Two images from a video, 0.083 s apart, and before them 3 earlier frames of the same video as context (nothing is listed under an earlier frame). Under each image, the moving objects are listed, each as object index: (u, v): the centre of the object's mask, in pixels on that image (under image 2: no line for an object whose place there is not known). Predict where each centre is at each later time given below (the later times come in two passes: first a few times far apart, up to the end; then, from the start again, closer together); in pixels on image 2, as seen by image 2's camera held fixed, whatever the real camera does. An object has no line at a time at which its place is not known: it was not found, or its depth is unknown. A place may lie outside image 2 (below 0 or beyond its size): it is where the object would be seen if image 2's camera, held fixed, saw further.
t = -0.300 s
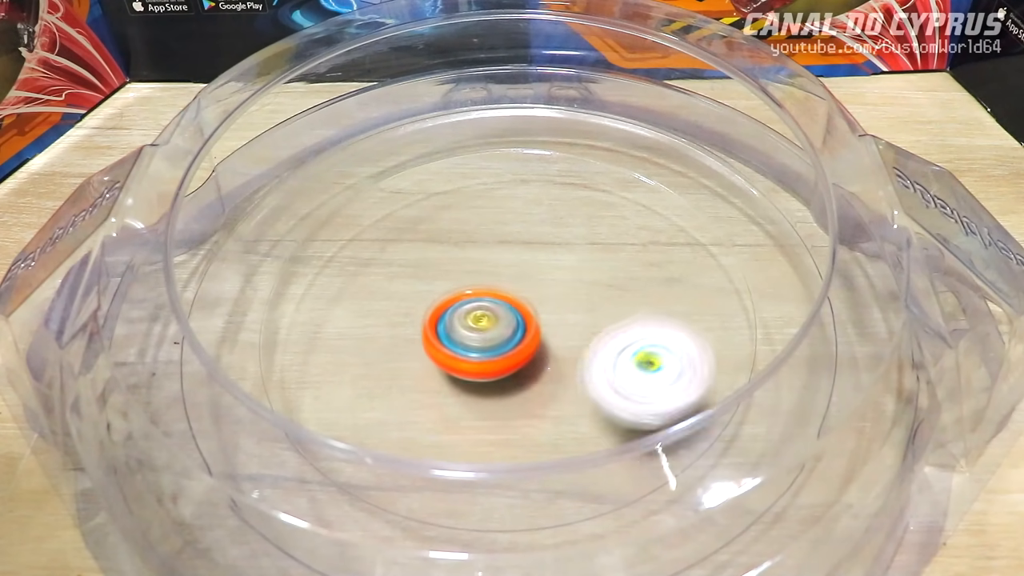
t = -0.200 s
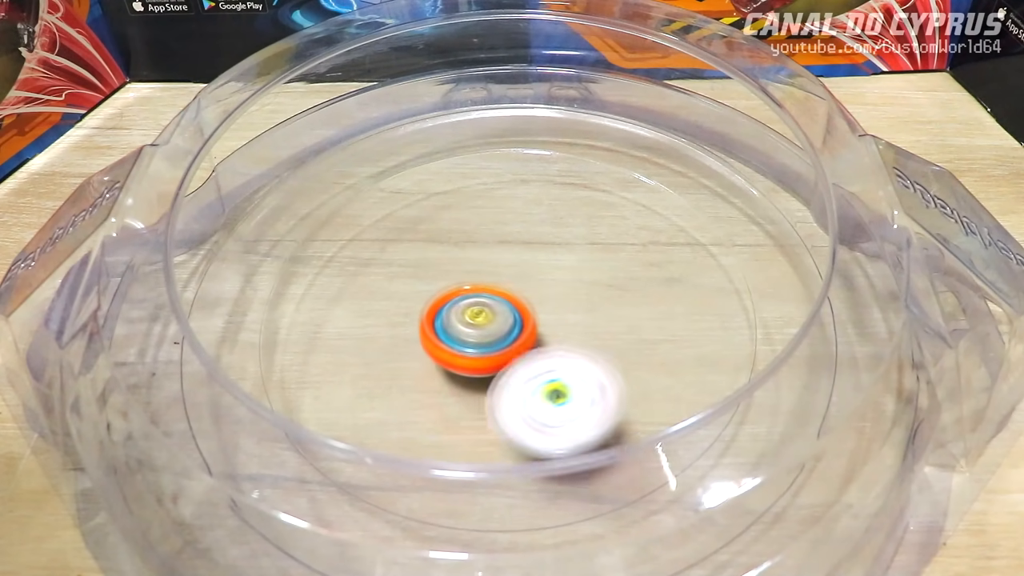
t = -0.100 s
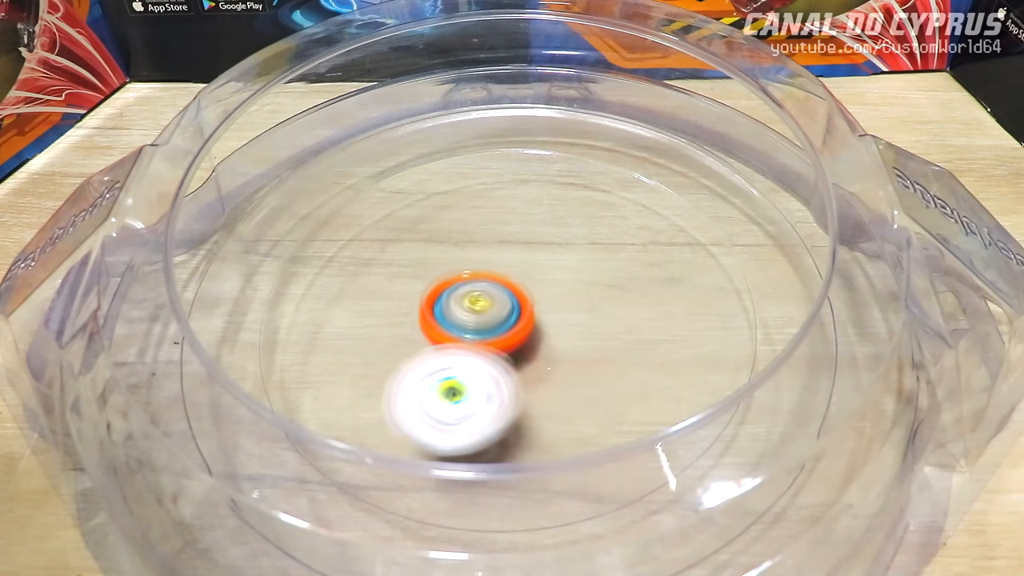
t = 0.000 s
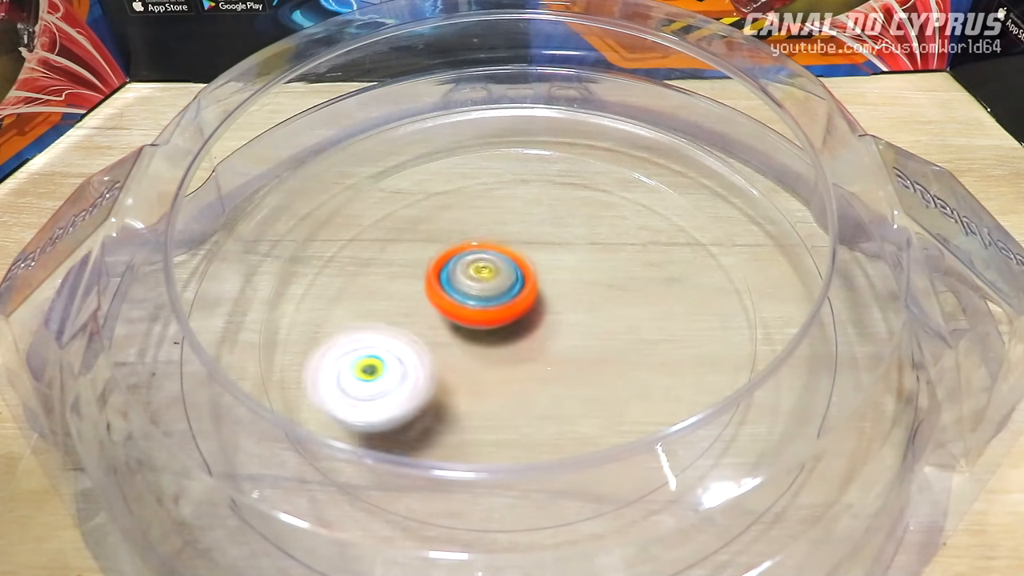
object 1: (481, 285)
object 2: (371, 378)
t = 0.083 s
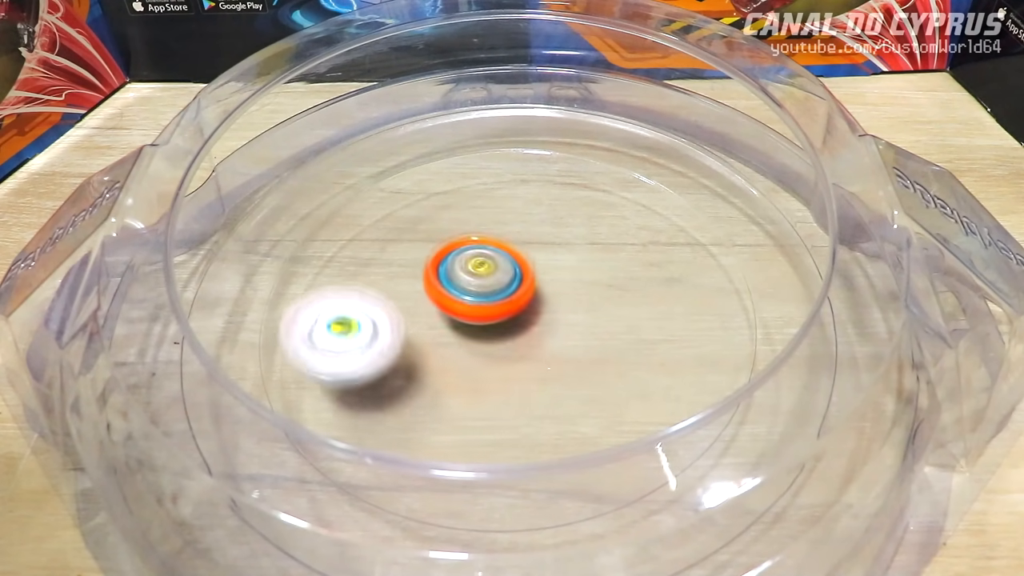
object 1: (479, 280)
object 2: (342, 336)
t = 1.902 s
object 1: (494, 330)
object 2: (624, 268)
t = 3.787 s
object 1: (565, 300)
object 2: (448, 314)
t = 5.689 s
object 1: (458, 282)
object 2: (550, 322)
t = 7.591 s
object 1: (485, 355)
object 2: (496, 241)
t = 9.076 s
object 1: (542, 294)
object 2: (396, 292)
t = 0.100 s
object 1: (478, 281)
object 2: (339, 325)
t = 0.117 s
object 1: (477, 282)
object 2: (340, 317)
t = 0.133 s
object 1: (476, 282)
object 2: (341, 306)
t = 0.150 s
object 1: (475, 283)
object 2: (345, 298)
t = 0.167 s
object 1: (473, 284)
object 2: (349, 288)
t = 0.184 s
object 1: (472, 286)
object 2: (355, 281)
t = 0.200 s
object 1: (474, 288)
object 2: (360, 272)
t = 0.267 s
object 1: (490, 297)
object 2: (376, 238)
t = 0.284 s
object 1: (492, 298)
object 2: (382, 232)
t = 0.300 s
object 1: (495, 299)
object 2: (390, 225)
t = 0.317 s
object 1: (497, 300)
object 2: (399, 221)
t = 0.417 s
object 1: (501, 298)
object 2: (465, 208)
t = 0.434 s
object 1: (502, 298)
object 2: (477, 208)
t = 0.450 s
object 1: (503, 299)
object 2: (487, 207)
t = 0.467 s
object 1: (504, 301)
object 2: (497, 205)
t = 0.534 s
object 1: (504, 311)
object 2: (547, 196)
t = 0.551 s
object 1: (505, 311)
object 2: (556, 197)
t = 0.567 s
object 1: (505, 311)
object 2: (568, 199)
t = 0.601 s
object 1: (506, 310)
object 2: (587, 204)
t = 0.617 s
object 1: (507, 309)
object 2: (596, 209)
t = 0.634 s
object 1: (508, 307)
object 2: (606, 214)
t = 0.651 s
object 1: (508, 306)
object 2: (613, 219)
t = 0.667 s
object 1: (509, 305)
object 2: (620, 227)
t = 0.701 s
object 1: (510, 303)
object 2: (628, 243)
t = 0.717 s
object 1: (510, 301)
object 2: (632, 251)
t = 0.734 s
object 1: (510, 300)
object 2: (632, 262)
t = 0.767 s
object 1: (510, 298)
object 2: (630, 282)
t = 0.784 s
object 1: (510, 297)
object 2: (628, 292)
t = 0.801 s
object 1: (509, 296)
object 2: (623, 301)
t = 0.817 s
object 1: (508, 294)
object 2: (618, 311)
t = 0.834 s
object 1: (507, 293)
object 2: (609, 320)
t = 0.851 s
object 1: (506, 291)
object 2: (601, 330)
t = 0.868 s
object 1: (505, 289)
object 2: (590, 338)
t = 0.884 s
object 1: (505, 287)
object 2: (579, 346)
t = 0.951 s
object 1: (508, 282)
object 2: (519, 368)
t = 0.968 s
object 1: (509, 282)
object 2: (503, 369)
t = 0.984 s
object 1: (509, 282)
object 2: (487, 369)
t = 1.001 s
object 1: (509, 283)
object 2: (471, 367)
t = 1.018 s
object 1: (509, 284)
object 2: (453, 364)
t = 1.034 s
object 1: (509, 285)
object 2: (442, 360)
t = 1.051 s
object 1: (508, 285)
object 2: (427, 353)
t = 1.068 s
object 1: (507, 286)
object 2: (416, 347)
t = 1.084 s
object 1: (506, 286)
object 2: (407, 337)
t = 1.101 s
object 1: (505, 286)
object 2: (396, 330)
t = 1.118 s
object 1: (505, 286)
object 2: (392, 322)
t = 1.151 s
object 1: (504, 286)
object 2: (381, 306)
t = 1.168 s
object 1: (504, 286)
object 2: (378, 297)
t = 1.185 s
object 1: (503, 287)
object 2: (377, 289)
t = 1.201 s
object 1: (503, 287)
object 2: (377, 281)
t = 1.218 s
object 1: (503, 287)
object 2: (378, 273)
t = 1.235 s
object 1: (502, 288)
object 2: (381, 266)
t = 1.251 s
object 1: (502, 288)
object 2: (384, 259)
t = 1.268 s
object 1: (502, 289)
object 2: (390, 252)
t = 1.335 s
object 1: (501, 291)
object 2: (415, 230)
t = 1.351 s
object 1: (501, 292)
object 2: (422, 225)
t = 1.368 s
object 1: (502, 293)
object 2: (431, 222)
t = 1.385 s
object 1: (503, 294)
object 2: (437, 217)
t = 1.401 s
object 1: (505, 298)
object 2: (443, 211)
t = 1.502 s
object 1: (514, 325)
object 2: (489, 164)
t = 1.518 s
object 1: (515, 328)
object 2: (495, 159)
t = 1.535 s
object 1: (516, 329)
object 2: (504, 157)
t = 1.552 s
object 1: (517, 330)
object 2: (510, 155)
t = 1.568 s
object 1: (518, 331)
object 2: (519, 154)
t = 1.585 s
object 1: (520, 331)
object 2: (526, 153)
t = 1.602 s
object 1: (520, 331)
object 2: (534, 156)
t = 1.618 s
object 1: (521, 331)
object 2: (541, 155)
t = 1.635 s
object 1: (522, 331)
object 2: (547, 160)
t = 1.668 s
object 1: (524, 330)
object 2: (559, 166)
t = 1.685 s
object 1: (524, 329)
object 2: (566, 172)
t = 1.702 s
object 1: (525, 328)
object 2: (569, 178)
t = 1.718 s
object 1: (525, 328)
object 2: (574, 186)
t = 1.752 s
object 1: (526, 326)
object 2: (581, 202)
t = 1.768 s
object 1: (526, 326)
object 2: (585, 210)
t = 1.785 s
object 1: (526, 324)
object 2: (585, 223)
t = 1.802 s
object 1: (526, 324)
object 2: (587, 232)
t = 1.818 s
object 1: (524, 323)
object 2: (588, 238)
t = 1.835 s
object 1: (519, 325)
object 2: (593, 245)
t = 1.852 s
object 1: (511, 327)
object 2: (601, 252)
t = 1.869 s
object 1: (504, 329)
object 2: (612, 254)
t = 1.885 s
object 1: (499, 330)
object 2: (619, 260)
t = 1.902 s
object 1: (494, 330)
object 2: (624, 268)
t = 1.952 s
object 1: (487, 332)
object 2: (635, 288)
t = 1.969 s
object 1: (486, 332)
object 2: (636, 297)
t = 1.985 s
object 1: (485, 333)
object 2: (636, 303)
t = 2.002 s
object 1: (485, 333)
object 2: (632, 311)
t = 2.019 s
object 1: (486, 333)
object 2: (629, 318)
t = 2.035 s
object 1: (486, 333)
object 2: (622, 325)
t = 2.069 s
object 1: (487, 333)
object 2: (605, 339)
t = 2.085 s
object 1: (485, 332)
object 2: (600, 345)
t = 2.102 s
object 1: (482, 330)
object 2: (594, 354)
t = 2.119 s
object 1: (480, 328)
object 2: (589, 361)
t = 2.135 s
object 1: (477, 326)
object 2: (582, 366)
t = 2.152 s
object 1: (476, 325)
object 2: (572, 372)
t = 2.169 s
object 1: (474, 323)
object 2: (564, 376)
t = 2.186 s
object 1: (472, 322)
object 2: (551, 381)
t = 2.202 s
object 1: (471, 320)
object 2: (542, 383)
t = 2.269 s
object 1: (471, 308)
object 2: (505, 405)
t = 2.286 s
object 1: (471, 306)
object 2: (495, 407)
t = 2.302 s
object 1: (470, 304)
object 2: (484, 408)
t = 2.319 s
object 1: (470, 303)
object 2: (475, 407)
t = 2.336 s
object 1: (469, 302)
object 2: (463, 406)
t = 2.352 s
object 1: (469, 301)
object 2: (454, 403)
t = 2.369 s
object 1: (468, 301)
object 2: (443, 400)
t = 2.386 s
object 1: (468, 301)
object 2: (436, 394)
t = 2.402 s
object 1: (467, 300)
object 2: (428, 388)
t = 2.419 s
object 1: (467, 299)
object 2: (423, 381)
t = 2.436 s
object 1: (469, 298)
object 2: (419, 373)
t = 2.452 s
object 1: (471, 297)
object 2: (415, 366)
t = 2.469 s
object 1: (473, 295)
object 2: (409, 361)
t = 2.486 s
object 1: (477, 293)
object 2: (403, 360)
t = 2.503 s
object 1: (482, 287)
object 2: (390, 360)
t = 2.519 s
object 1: (489, 282)
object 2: (383, 357)
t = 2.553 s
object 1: (499, 274)
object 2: (371, 352)
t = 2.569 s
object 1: (503, 271)
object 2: (366, 348)
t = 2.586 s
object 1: (507, 269)
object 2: (365, 346)
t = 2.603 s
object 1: (509, 268)
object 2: (361, 342)
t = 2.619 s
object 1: (511, 267)
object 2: (362, 340)
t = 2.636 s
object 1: (512, 267)
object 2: (361, 337)
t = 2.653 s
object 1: (512, 267)
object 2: (362, 335)
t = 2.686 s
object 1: (511, 269)
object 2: (366, 329)
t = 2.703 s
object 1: (510, 270)
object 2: (371, 325)
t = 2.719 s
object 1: (509, 270)
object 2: (373, 322)
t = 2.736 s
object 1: (509, 272)
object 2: (380, 319)
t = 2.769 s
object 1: (507, 274)
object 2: (393, 313)
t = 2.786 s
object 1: (506, 275)
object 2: (401, 309)
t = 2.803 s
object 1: (510, 275)
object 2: (406, 308)
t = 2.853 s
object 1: (526, 274)
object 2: (410, 306)
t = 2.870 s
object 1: (530, 274)
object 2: (414, 305)
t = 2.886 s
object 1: (533, 275)
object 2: (418, 305)
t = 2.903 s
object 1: (535, 276)
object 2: (422, 304)
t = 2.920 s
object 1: (537, 277)
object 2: (428, 304)
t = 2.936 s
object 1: (542, 277)
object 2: (429, 306)
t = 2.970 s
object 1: (551, 274)
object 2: (432, 308)
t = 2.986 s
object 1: (555, 274)
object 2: (435, 309)
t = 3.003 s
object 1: (558, 272)
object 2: (437, 310)
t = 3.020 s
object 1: (560, 270)
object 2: (441, 311)
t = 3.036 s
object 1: (562, 269)
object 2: (443, 313)
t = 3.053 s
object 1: (563, 267)
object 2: (448, 315)
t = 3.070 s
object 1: (563, 265)
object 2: (452, 317)
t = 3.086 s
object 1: (563, 265)
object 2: (457, 320)
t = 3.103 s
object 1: (562, 264)
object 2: (461, 322)
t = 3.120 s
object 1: (560, 264)
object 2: (465, 325)
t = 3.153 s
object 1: (556, 266)
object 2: (471, 329)
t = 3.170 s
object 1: (553, 266)
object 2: (476, 332)
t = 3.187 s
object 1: (552, 268)
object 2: (478, 335)
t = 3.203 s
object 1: (550, 268)
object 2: (481, 338)
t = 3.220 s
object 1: (549, 269)
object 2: (482, 341)
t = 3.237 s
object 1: (548, 270)
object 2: (481, 346)
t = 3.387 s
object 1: (538, 281)
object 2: (476, 359)
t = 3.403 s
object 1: (537, 283)
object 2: (477, 359)
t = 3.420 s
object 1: (537, 284)
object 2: (475, 358)
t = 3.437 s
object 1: (537, 284)
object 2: (476, 358)
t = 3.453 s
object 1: (537, 286)
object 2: (474, 357)
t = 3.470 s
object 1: (538, 286)
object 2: (475, 357)
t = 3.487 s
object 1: (540, 287)
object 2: (468, 360)
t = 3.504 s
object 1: (544, 286)
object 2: (461, 362)
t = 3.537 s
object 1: (550, 285)
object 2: (445, 365)
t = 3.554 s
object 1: (552, 284)
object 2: (438, 365)
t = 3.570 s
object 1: (553, 285)
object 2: (433, 365)
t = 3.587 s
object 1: (555, 286)
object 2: (428, 363)
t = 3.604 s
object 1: (555, 286)
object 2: (425, 360)
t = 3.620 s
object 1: (556, 288)
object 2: (422, 357)
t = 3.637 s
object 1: (557, 289)
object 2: (420, 354)
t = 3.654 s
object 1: (557, 290)
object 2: (419, 349)
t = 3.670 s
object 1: (558, 291)
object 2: (420, 344)
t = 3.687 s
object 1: (558, 293)
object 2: (422, 339)
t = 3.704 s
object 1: (559, 294)
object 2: (426, 334)
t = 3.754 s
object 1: (560, 298)
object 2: (445, 320)
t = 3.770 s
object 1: (561, 299)
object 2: (449, 317)
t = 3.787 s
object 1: (565, 300)
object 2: (448, 314)
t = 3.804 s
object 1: (572, 300)
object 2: (442, 309)
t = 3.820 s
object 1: (580, 301)
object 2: (431, 302)
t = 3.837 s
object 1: (585, 301)
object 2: (428, 297)
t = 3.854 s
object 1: (588, 302)
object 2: (423, 291)
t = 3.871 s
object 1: (590, 303)
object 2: (419, 285)
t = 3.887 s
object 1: (590, 304)
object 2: (418, 279)
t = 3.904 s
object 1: (591, 305)
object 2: (417, 274)
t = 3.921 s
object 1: (591, 306)
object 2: (419, 270)
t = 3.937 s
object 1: (591, 307)
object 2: (420, 266)
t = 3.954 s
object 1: (590, 309)
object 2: (424, 264)
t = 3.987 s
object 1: (589, 311)
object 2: (432, 261)
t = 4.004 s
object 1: (588, 313)
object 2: (437, 259)
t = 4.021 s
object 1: (587, 314)
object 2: (443, 259)
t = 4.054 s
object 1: (584, 317)
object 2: (456, 260)
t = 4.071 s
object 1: (583, 318)
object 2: (464, 261)
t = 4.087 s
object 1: (582, 320)
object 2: (470, 263)
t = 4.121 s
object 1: (579, 323)
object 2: (485, 269)
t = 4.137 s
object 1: (578, 325)
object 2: (489, 273)
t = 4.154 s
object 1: (578, 327)
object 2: (490, 272)
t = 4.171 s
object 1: (579, 331)
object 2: (489, 272)
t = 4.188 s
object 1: (580, 334)
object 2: (487, 269)
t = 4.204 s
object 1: (579, 336)
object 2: (485, 267)
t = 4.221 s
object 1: (577, 337)
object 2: (484, 264)
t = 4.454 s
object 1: (535, 347)
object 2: (487, 267)
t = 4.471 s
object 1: (531, 348)
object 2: (486, 269)
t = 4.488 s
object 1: (530, 352)
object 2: (486, 268)
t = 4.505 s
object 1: (529, 358)
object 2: (480, 263)
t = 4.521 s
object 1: (528, 364)
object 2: (479, 261)
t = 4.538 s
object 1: (526, 367)
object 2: (476, 258)
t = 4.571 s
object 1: (522, 372)
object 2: (476, 255)
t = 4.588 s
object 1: (519, 373)
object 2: (475, 256)
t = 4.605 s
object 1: (518, 372)
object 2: (478, 257)
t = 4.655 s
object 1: (511, 370)
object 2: (481, 258)
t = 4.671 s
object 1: (508, 368)
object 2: (479, 259)
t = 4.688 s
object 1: (504, 366)
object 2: (483, 261)
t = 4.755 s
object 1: (489, 360)
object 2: (485, 270)
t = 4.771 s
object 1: (485, 359)
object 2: (487, 273)
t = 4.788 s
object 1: (477, 361)
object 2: (489, 272)
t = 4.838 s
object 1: (453, 365)
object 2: (499, 273)
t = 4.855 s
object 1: (446, 367)
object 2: (502, 273)
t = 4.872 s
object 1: (441, 367)
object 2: (502, 275)
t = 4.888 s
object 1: (435, 368)
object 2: (506, 276)
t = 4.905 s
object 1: (431, 368)
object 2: (507, 278)
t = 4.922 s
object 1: (426, 367)
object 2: (509, 280)
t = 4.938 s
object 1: (423, 366)
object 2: (511, 282)
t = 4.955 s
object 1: (419, 366)
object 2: (511, 286)
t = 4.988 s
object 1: (414, 364)
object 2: (512, 291)
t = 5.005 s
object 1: (411, 364)
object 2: (514, 295)
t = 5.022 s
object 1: (410, 362)
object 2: (514, 297)
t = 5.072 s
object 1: (407, 359)
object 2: (509, 307)
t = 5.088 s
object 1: (407, 358)
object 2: (511, 309)
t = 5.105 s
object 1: (402, 357)
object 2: (517, 309)
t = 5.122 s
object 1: (391, 357)
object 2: (532, 307)
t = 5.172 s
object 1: (361, 354)
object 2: (571, 302)
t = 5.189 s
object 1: (353, 353)
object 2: (581, 301)
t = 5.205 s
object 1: (349, 350)
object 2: (590, 302)
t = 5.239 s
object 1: (344, 346)
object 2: (606, 303)
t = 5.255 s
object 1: (343, 344)
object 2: (614, 305)
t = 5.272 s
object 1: (342, 341)
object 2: (621, 306)
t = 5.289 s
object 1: (342, 339)
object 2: (626, 307)
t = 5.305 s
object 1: (342, 338)
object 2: (633, 308)
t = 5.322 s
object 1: (343, 336)
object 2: (636, 310)
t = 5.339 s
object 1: (345, 334)
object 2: (641, 312)
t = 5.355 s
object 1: (347, 332)
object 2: (643, 313)
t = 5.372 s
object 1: (349, 330)
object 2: (645, 316)
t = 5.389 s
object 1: (351, 328)
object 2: (647, 317)
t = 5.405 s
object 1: (355, 327)
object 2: (645, 319)
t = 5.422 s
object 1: (358, 325)
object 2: (648, 320)
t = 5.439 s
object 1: (364, 324)
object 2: (645, 321)
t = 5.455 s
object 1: (368, 322)
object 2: (643, 323)
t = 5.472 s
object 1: (374, 320)
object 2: (644, 323)
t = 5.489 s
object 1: (378, 319)
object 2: (639, 325)
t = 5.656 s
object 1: (449, 295)
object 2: (569, 326)
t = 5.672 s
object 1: (455, 289)
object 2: (558, 325)
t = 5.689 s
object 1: (458, 282)
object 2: (550, 322)
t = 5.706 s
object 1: (461, 273)
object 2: (546, 320)
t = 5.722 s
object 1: (464, 264)
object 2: (554, 327)
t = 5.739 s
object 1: (463, 251)
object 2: (564, 336)
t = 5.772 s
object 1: (457, 226)
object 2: (570, 345)
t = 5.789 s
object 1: (455, 214)
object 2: (571, 348)
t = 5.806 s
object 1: (451, 204)
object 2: (569, 352)
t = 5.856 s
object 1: (445, 180)
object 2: (561, 356)
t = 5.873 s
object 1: (444, 173)
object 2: (559, 357)
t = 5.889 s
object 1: (442, 166)
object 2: (553, 357)
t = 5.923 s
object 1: (439, 157)
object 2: (546, 356)
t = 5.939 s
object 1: (438, 155)
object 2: (538, 356)
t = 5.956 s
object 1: (438, 153)
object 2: (535, 355)
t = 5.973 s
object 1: (438, 151)
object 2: (530, 352)
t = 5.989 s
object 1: (438, 151)
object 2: (523, 349)
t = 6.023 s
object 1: (439, 152)
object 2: (515, 342)
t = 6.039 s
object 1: (440, 154)
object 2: (509, 338)
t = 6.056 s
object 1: (441, 157)
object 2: (507, 334)
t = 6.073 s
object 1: (442, 160)
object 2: (503, 327)
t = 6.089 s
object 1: (444, 163)
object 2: (499, 322)
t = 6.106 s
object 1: (446, 167)
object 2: (499, 316)
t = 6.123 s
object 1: (447, 172)
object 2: (497, 310)
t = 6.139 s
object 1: (450, 176)
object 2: (496, 304)
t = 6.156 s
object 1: (452, 181)
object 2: (496, 297)
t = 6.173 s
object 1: (454, 187)
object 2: (496, 291)
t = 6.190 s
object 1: (458, 193)
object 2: (497, 285)
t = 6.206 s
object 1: (459, 197)
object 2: (500, 279)
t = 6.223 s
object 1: (461, 199)
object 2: (504, 279)
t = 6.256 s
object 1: (466, 203)
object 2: (513, 283)
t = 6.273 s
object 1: (468, 206)
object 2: (517, 286)
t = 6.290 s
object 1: (471, 210)
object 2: (520, 289)
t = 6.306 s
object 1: (473, 213)
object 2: (522, 292)
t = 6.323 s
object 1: (476, 215)
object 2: (526, 296)
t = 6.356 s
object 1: (483, 224)
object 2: (528, 303)
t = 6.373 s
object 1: (487, 227)
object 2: (530, 306)
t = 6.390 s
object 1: (492, 232)
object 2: (531, 314)
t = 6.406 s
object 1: (496, 234)
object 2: (532, 324)
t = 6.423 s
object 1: (500, 235)
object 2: (532, 332)
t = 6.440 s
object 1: (505, 238)
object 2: (530, 339)
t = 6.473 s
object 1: (513, 243)
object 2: (524, 352)
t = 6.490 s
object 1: (519, 247)
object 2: (522, 356)
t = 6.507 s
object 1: (524, 251)
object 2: (516, 362)
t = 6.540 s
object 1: (533, 260)
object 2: (507, 372)
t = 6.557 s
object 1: (538, 265)
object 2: (499, 375)
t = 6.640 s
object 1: (567, 290)
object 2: (464, 385)
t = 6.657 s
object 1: (575, 296)
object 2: (456, 385)
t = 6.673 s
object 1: (581, 300)
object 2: (451, 382)
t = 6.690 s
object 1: (587, 303)
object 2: (445, 380)
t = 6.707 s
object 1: (595, 307)
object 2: (439, 376)
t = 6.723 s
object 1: (601, 309)
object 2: (437, 371)
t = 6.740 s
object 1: (607, 312)
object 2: (434, 366)
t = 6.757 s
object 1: (614, 314)
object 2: (433, 360)
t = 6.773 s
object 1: (620, 316)
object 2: (434, 355)
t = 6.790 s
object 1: (626, 318)
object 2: (435, 349)
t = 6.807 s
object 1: (632, 317)
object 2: (436, 343)
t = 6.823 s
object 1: (638, 319)
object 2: (440, 337)
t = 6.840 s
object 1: (643, 319)
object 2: (443, 332)
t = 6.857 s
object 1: (647, 319)
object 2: (447, 326)
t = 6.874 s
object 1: (650, 319)
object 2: (453, 321)
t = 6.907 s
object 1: (652, 319)
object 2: (462, 311)
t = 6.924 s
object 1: (652, 317)
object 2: (469, 307)
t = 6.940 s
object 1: (652, 317)
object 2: (475, 302)
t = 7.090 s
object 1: (628, 317)
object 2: (538, 272)
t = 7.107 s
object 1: (626, 316)
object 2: (541, 268)
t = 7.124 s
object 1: (630, 321)
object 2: (541, 264)
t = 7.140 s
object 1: (638, 326)
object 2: (534, 257)
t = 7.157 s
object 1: (645, 331)
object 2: (528, 250)
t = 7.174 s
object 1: (650, 335)
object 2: (524, 244)
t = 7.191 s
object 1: (651, 340)
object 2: (520, 239)
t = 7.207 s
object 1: (651, 342)
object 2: (519, 236)
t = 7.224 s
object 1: (650, 344)
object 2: (519, 231)
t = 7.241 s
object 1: (649, 346)
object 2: (518, 227)
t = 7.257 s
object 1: (646, 347)
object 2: (518, 224)
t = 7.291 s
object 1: (640, 349)
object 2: (517, 215)
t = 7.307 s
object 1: (635, 351)
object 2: (516, 211)
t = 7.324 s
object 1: (631, 351)
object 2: (515, 209)
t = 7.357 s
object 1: (620, 352)
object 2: (513, 203)
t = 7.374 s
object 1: (613, 354)
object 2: (513, 202)
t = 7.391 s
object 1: (607, 354)
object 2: (512, 203)
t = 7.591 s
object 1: (485, 355)
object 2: (496, 241)
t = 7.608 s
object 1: (474, 356)
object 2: (494, 248)
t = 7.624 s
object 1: (461, 356)
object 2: (493, 252)
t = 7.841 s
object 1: (369, 372)
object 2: (467, 320)
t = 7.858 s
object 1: (366, 372)
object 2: (466, 323)
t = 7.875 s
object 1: (368, 374)
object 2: (467, 324)
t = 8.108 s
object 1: (402, 369)
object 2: (566, 309)
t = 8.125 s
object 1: (406, 367)
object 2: (571, 308)
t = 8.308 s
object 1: (492, 317)
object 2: (603, 299)
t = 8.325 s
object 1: (497, 309)
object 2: (603, 298)
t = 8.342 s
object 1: (501, 300)
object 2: (603, 298)
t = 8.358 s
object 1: (505, 290)
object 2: (602, 298)
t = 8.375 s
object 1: (507, 280)
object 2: (608, 300)
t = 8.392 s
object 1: (508, 269)
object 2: (615, 301)
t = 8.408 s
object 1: (507, 259)
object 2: (617, 302)
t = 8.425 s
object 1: (505, 247)
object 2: (617, 304)
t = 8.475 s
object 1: (498, 222)
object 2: (615, 313)
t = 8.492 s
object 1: (497, 213)
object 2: (613, 315)
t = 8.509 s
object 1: (494, 206)
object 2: (608, 318)
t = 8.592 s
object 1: (486, 186)
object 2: (580, 328)
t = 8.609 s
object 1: (486, 184)
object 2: (573, 329)
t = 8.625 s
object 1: (487, 185)
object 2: (567, 331)
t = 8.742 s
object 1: (486, 199)
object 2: (507, 326)
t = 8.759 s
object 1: (485, 202)
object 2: (498, 323)
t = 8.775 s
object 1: (486, 206)
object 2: (490, 320)
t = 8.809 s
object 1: (486, 213)
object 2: (474, 313)
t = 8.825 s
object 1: (486, 217)
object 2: (466, 308)
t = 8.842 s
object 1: (487, 218)
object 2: (458, 305)
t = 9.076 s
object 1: (542, 294)
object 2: (396, 292)
